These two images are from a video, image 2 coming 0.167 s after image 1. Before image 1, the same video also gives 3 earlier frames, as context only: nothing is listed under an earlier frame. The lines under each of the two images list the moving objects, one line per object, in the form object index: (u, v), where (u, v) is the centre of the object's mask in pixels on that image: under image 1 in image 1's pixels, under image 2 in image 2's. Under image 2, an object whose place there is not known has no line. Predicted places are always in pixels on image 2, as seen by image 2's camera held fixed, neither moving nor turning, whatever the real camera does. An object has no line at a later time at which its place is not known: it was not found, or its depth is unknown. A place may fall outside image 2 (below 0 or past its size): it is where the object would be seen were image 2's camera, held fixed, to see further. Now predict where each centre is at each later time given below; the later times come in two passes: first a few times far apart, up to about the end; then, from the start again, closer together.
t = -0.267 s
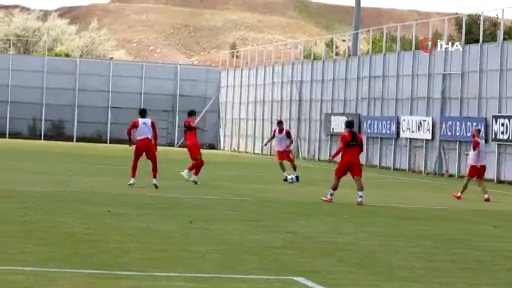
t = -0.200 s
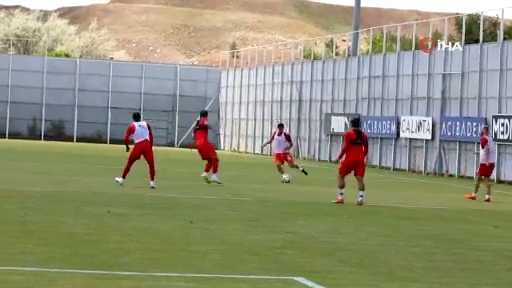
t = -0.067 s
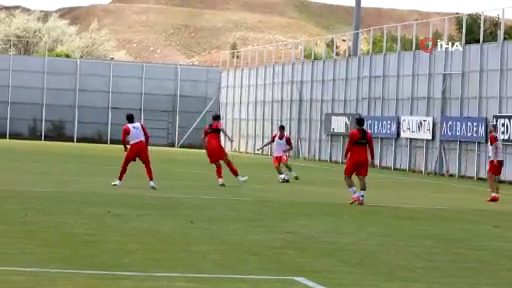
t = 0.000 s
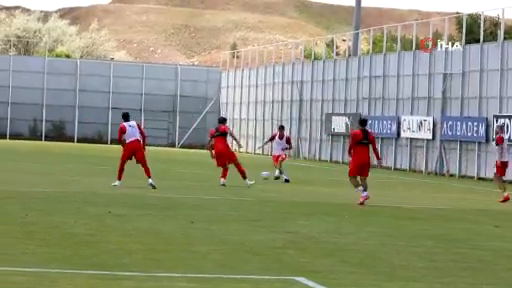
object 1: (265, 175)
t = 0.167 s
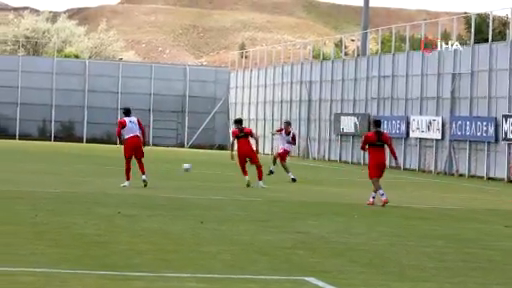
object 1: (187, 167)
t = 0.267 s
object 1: (135, 167)
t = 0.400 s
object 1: (68, 167)
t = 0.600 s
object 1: (-16, 165)
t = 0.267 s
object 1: (135, 167)
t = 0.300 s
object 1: (115, 169)
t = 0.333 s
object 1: (97, 170)
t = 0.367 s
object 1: (82, 169)
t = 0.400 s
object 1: (68, 167)
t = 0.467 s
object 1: (40, 164)
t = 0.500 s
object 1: (26, 164)
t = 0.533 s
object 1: (12, 164)
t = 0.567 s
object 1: (-2, 164)
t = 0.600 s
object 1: (-16, 165)
